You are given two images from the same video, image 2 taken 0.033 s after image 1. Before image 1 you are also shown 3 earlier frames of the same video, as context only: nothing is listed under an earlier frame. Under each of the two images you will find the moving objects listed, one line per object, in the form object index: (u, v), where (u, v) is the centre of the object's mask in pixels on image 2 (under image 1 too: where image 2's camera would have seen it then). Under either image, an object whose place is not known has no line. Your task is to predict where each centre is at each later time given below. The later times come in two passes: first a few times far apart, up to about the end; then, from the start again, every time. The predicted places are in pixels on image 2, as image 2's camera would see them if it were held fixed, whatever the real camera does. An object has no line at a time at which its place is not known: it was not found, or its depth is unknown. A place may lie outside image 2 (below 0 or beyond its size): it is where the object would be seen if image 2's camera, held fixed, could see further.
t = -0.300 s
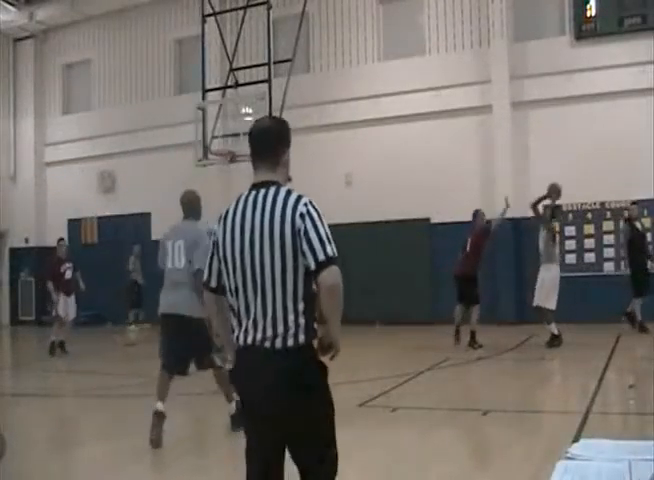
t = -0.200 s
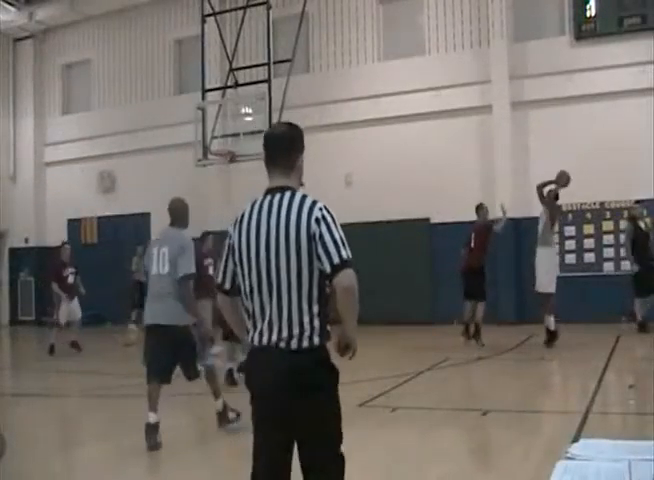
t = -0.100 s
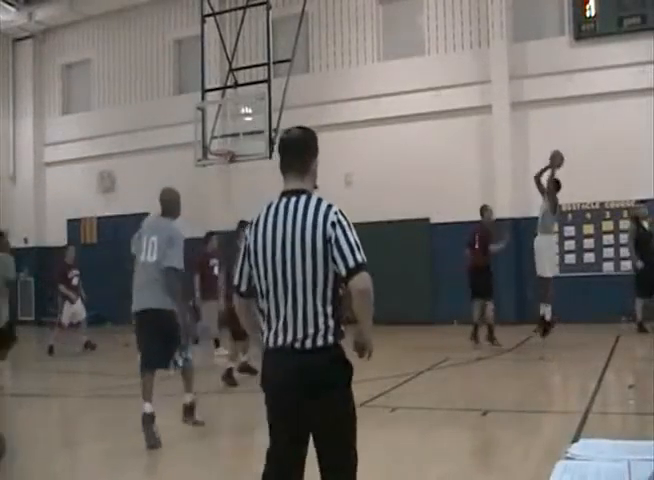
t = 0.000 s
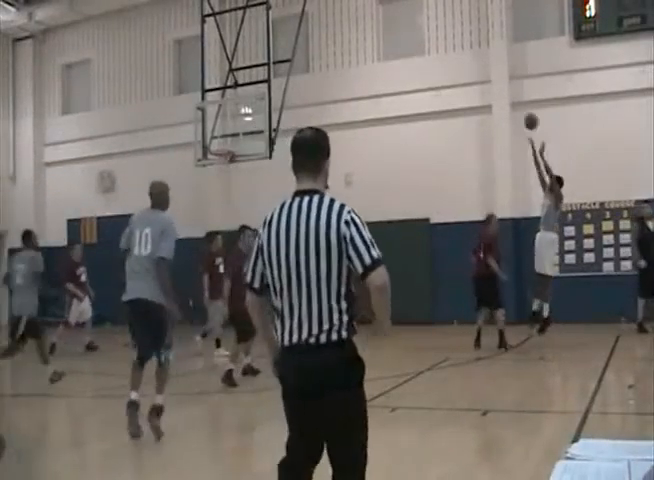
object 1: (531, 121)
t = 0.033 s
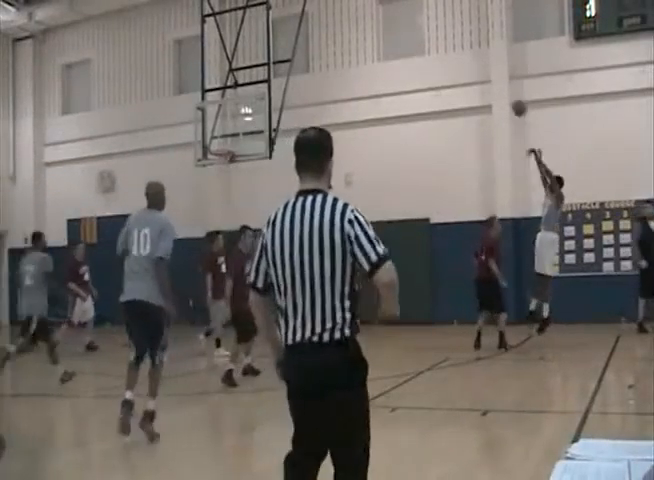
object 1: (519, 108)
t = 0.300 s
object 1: (433, 35)
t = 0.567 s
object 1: (358, 19)
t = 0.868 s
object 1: (284, 56)
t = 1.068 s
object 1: (240, 107)
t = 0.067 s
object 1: (508, 95)
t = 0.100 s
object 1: (496, 83)
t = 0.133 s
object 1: (485, 73)
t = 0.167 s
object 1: (474, 64)
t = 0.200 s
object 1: (464, 55)
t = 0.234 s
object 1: (453, 48)
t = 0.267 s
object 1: (443, 41)
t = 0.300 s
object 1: (433, 35)
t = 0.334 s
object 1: (423, 30)
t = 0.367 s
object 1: (414, 26)
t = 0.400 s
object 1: (404, 23)
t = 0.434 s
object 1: (394, 21)
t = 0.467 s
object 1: (385, 19)
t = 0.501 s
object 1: (376, 18)
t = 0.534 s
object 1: (367, 18)
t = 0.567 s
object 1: (358, 19)
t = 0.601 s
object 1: (349, 20)
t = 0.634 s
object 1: (341, 23)
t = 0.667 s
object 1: (332, 25)
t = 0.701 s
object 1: (324, 29)
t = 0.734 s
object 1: (316, 33)
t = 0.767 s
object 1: (308, 38)
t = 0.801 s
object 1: (300, 43)
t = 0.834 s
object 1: (292, 49)
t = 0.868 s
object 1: (284, 56)
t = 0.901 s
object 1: (277, 62)
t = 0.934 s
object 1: (269, 72)
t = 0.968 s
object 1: (262, 78)
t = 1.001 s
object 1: (255, 88)
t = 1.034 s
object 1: (247, 97)
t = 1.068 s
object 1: (240, 107)
